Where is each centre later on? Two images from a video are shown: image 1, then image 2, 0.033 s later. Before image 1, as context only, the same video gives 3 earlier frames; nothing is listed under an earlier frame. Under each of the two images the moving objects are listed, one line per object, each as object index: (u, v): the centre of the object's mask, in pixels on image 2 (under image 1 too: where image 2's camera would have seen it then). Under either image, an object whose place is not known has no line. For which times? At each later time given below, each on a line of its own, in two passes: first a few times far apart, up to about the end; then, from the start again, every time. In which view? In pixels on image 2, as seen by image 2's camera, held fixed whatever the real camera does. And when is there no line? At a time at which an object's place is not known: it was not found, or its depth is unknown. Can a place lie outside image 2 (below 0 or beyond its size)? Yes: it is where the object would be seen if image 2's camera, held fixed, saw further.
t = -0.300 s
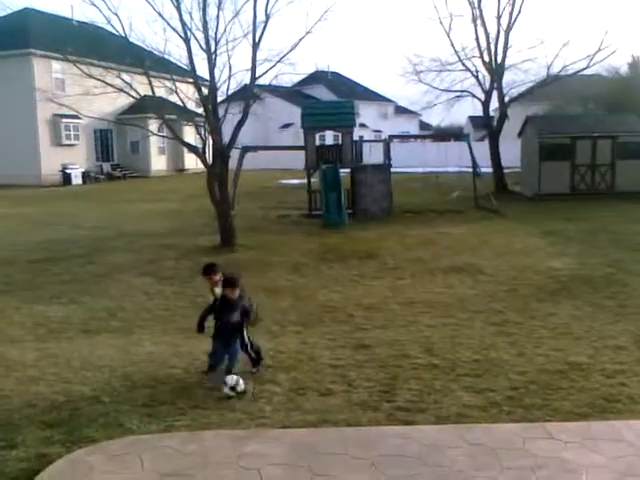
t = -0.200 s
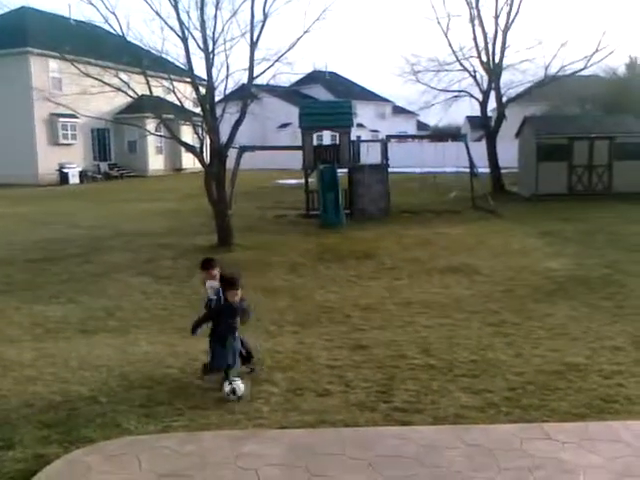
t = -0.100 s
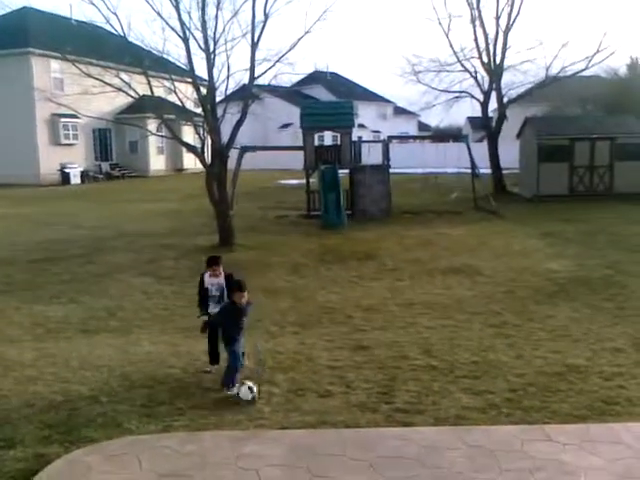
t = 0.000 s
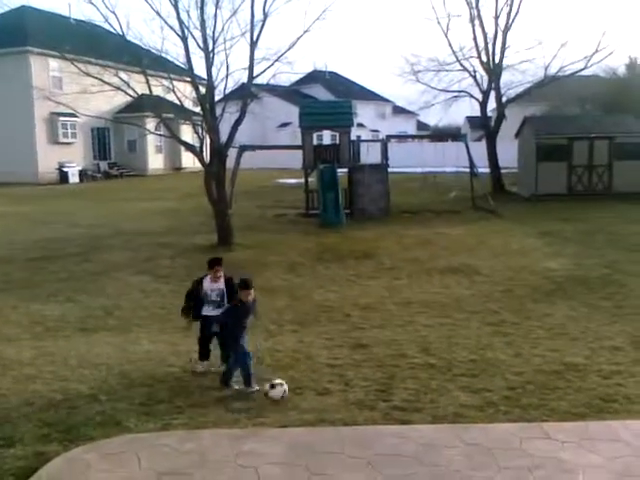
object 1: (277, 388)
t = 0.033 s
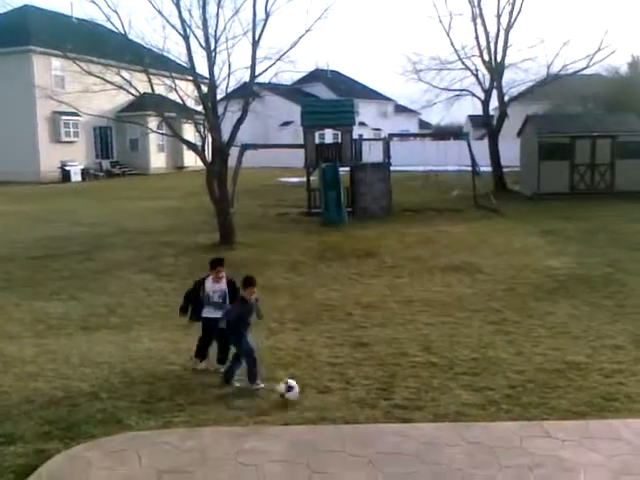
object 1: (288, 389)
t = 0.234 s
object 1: (338, 400)
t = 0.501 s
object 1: (390, 408)
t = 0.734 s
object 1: (435, 411)
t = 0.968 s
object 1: (467, 409)
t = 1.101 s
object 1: (485, 408)
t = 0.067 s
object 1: (300, 393)
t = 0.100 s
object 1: (308, 395)
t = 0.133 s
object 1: (315, 395)
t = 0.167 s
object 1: (323, 393)
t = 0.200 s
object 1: (330, 398)
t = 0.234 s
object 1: (338, 400)
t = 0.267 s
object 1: (344, 401)
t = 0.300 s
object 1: (350, 398)
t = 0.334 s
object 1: (357, 398)
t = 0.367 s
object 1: (364, 400)
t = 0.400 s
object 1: (367, 403)
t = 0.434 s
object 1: (376, 405)
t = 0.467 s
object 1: (384, 405)
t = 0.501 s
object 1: (390, 408)
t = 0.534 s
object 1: (397, 410)
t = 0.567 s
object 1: (403, 407)
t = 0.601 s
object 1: (410, 410)
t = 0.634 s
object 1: (416, 410)
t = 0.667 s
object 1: (422, 410)
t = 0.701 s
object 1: (430, 410)
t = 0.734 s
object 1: (435, 411)
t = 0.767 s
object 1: (440, 411)
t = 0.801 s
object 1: (444, 410)
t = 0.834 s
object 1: (449, 409)
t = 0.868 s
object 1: (452, 410)
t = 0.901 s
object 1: (454, 410)
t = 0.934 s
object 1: (462, 410)
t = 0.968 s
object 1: (467, 409)
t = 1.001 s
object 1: (472, 409)
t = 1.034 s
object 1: (474, 408)
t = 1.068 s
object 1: (481, 409)
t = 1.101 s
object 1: (485, 408)
